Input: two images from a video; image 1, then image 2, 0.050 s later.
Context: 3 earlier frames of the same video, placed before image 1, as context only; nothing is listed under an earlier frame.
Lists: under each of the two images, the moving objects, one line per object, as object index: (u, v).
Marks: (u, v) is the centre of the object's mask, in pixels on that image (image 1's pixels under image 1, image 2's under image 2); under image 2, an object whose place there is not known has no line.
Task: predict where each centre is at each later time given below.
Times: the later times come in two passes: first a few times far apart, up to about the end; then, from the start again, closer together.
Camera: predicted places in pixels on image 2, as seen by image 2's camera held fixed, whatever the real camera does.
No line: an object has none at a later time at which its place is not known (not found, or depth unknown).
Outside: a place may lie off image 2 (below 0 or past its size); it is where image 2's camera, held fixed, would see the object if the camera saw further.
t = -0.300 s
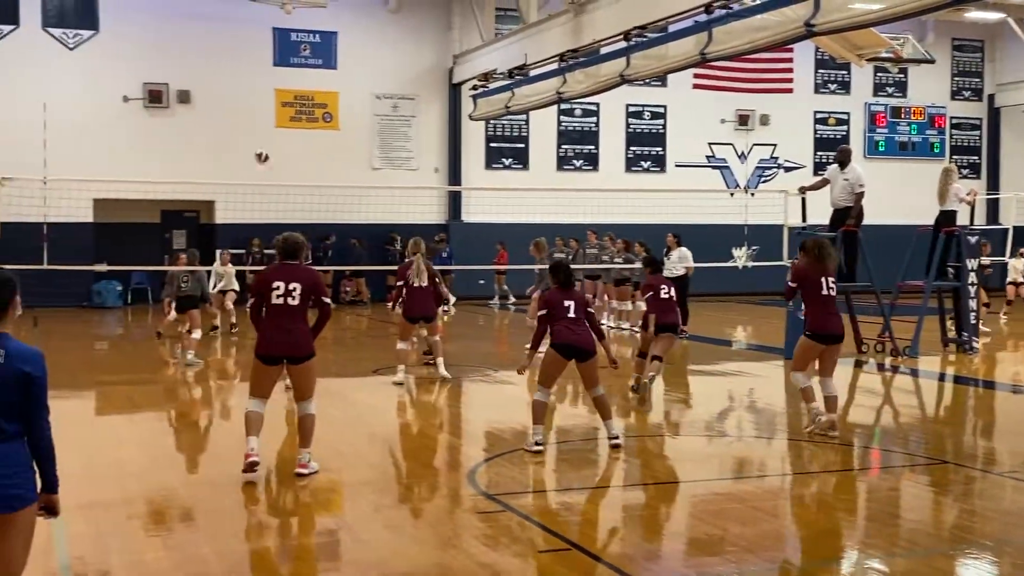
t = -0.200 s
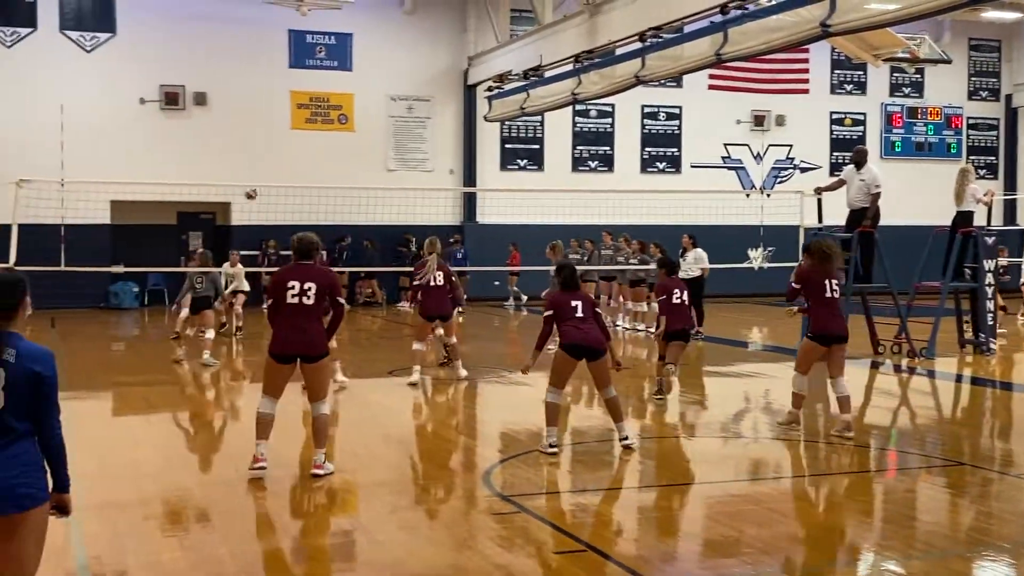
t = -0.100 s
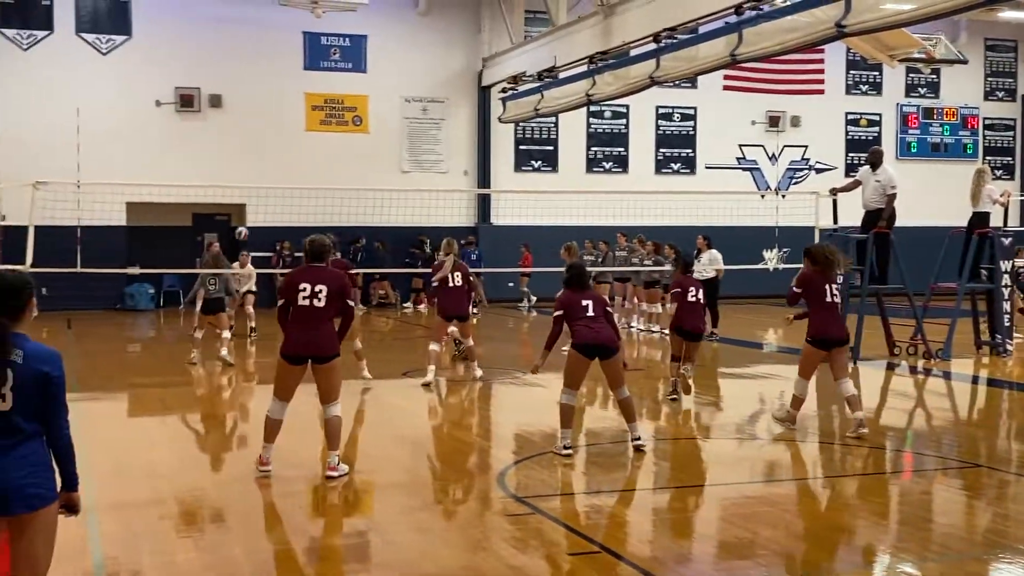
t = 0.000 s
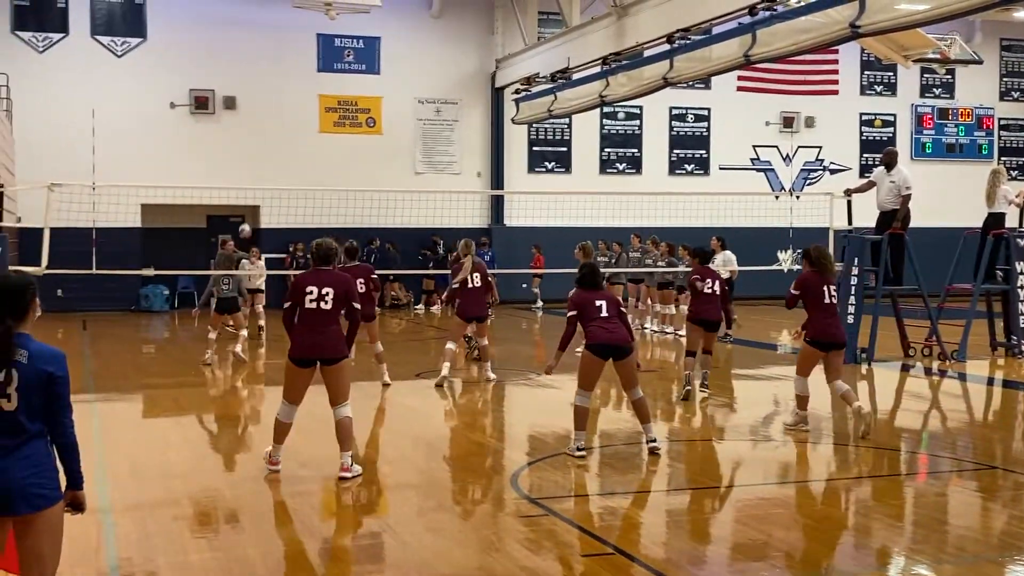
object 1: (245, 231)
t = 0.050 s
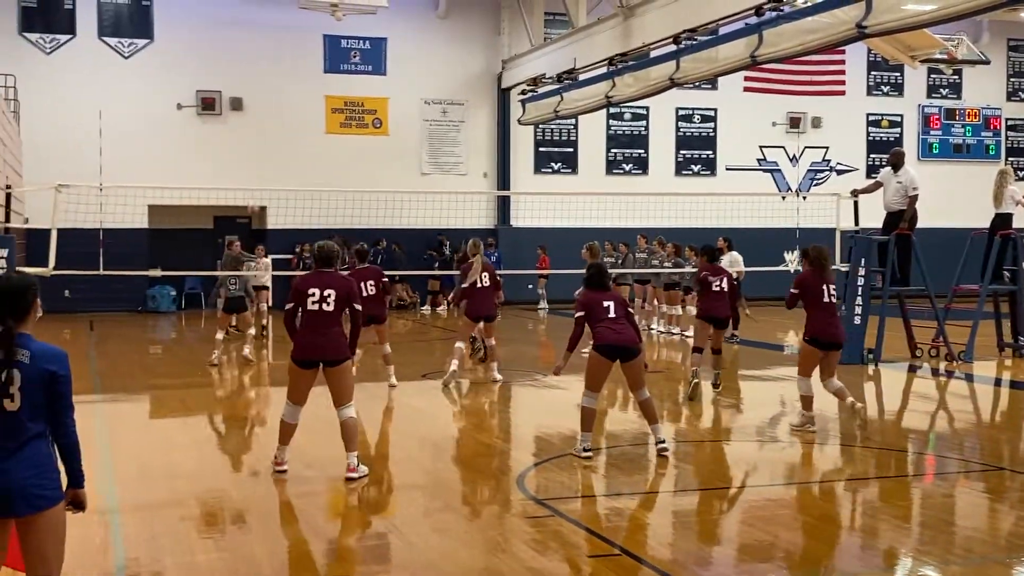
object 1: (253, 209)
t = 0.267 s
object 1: (256, 122)
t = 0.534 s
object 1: (260, 53)
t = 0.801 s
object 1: (266, 27)
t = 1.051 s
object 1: (270, 44)
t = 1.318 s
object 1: (275, 108)
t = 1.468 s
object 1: (279, 167)
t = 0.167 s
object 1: (254, 158)
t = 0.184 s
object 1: (255, 152)
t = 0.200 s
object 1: (255, 146)
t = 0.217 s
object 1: (255, 139)
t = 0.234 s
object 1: (255, 133)
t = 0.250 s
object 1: (256, 127)
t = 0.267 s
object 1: (256, 122)
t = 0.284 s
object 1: (257, 115)
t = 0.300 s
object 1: (257, 110)
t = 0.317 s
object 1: (257, 105)
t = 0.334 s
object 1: (257, 100)
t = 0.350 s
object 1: (258, 95)
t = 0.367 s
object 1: (258, 90)
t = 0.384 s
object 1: (258, 86)
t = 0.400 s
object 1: (258, 82)
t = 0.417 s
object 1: (258, 78)
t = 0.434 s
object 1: (258, 74)
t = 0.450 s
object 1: (259, 70)
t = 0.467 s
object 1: (259, 66)
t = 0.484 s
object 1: (260, 63)
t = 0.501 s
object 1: (260, 58)
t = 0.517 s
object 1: (260, 55)
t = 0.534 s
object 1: (260, 53)
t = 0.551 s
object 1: (261, 49)
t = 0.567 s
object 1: (261, 46)
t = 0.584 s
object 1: (262, 44)
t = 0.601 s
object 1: (262, 41)
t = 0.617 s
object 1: (262, 39)
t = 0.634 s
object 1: (262, 37)
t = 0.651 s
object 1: (262, 35)
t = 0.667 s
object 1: (263, 33)
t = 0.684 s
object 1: (263, 32)
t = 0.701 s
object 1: (264, 30)
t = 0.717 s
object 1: (264, 29)
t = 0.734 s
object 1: (264, 29)
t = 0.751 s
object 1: (264, 28)
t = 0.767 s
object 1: (265, 27)
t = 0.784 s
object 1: (265, 27)
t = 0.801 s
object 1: (266, 27)
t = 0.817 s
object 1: (266, 27)
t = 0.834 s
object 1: (266, 26)
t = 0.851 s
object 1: (267, 27)
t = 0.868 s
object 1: (267, 27)
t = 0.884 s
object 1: (267, 27)
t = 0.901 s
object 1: (267, 28)
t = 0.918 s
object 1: (267, 29)
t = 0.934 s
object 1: (267, 30)
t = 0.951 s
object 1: (268, 31)
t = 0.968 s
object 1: (268, 33)
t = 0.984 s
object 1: (268, 35)
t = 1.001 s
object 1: (268, 37)
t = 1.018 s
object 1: (269, 39)
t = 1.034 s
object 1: (269, 41)
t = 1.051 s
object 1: (270, 44)
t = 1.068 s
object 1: (270, 46)
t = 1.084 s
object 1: (270, 48)
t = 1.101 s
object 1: (270, 52)
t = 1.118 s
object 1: (270, 56)
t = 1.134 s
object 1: (270, 59)
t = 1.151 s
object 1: (270, 63)
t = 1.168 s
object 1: (271, 66)
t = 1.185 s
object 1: (272, 70)
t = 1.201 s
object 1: (272, 74)
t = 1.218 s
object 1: (272, 78)
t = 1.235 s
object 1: (272, 82)
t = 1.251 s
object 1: (272, 87)
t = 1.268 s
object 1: (273, 93)
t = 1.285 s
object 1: (274, 98)
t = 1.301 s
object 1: (274, 103)
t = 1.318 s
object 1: (275, 108)
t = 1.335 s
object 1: (275, 114)
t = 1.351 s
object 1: (275, 120)
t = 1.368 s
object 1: (276, 125)
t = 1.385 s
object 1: (277, 132)
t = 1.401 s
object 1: (277, 139)
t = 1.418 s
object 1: (278, 145)
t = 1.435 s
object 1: (278, 152)
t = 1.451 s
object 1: (279, 159)
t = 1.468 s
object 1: (279, 167)
